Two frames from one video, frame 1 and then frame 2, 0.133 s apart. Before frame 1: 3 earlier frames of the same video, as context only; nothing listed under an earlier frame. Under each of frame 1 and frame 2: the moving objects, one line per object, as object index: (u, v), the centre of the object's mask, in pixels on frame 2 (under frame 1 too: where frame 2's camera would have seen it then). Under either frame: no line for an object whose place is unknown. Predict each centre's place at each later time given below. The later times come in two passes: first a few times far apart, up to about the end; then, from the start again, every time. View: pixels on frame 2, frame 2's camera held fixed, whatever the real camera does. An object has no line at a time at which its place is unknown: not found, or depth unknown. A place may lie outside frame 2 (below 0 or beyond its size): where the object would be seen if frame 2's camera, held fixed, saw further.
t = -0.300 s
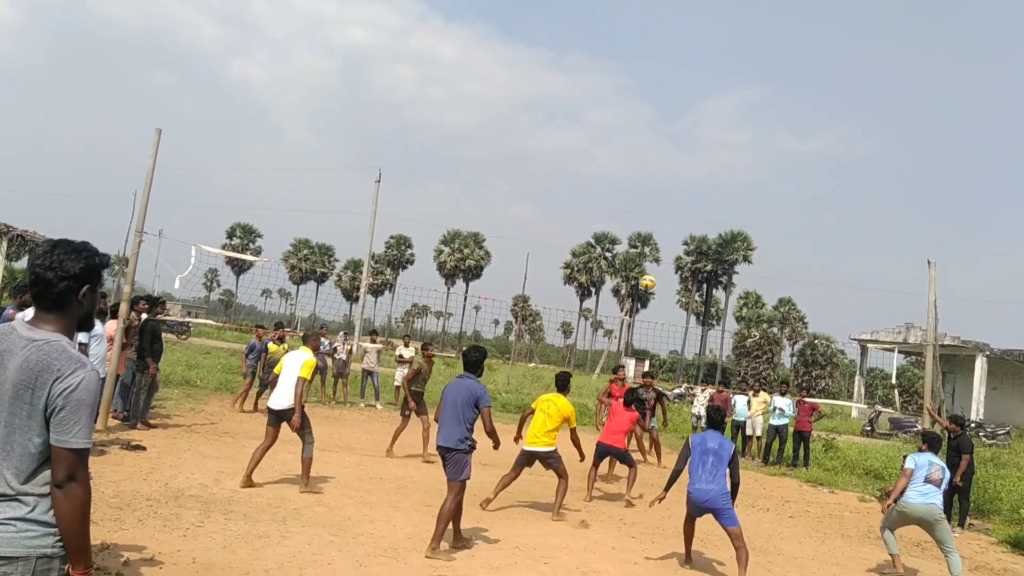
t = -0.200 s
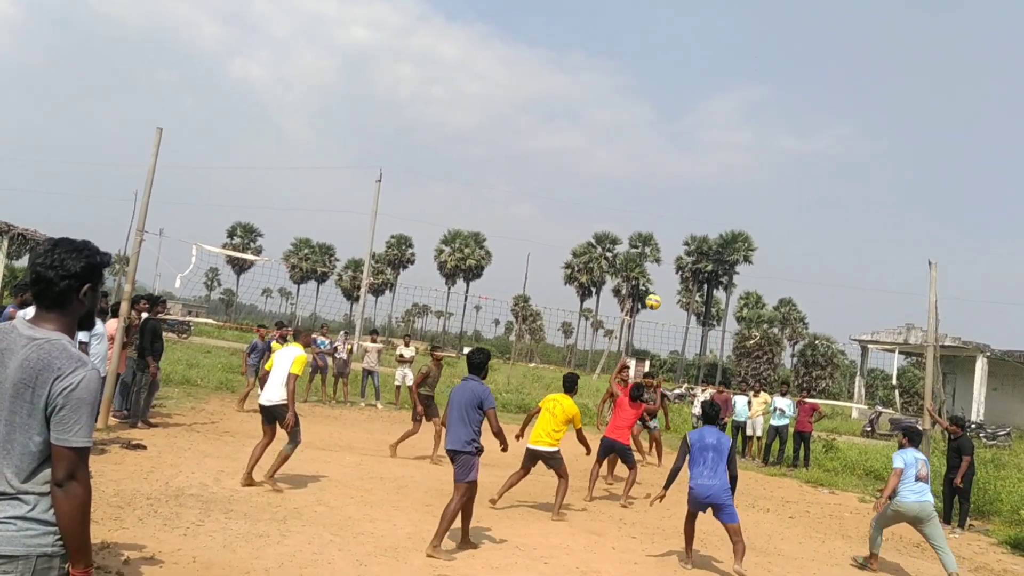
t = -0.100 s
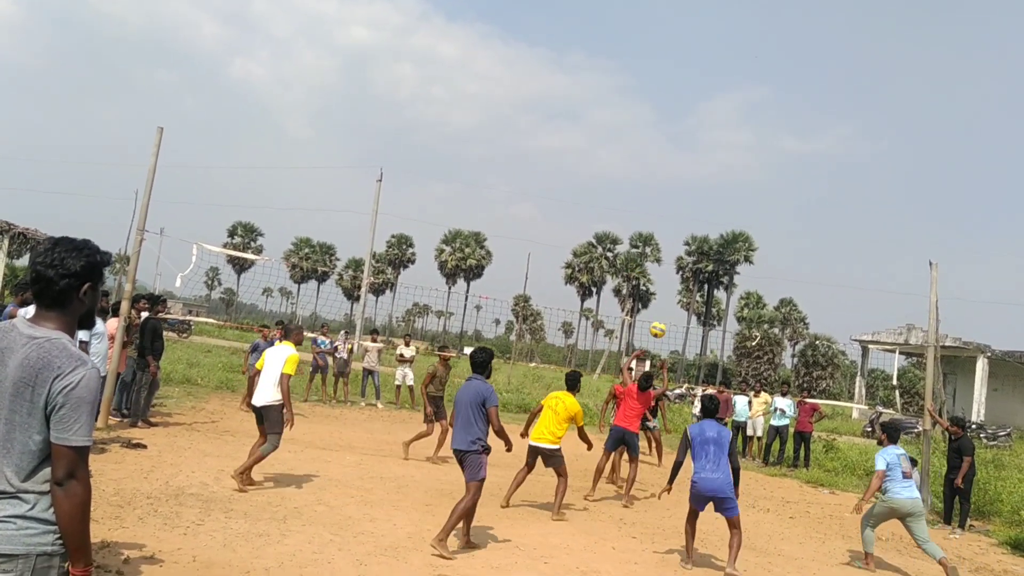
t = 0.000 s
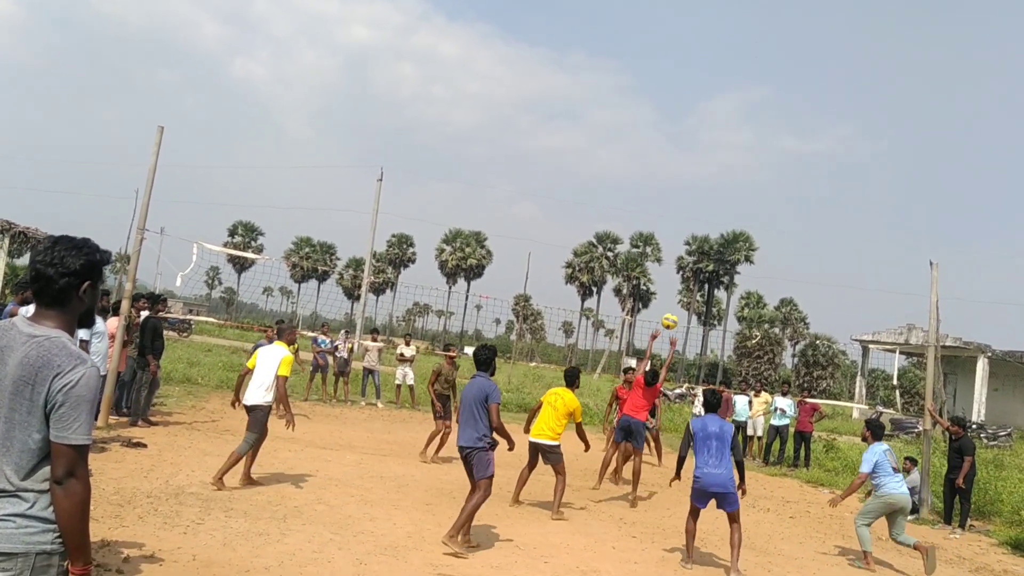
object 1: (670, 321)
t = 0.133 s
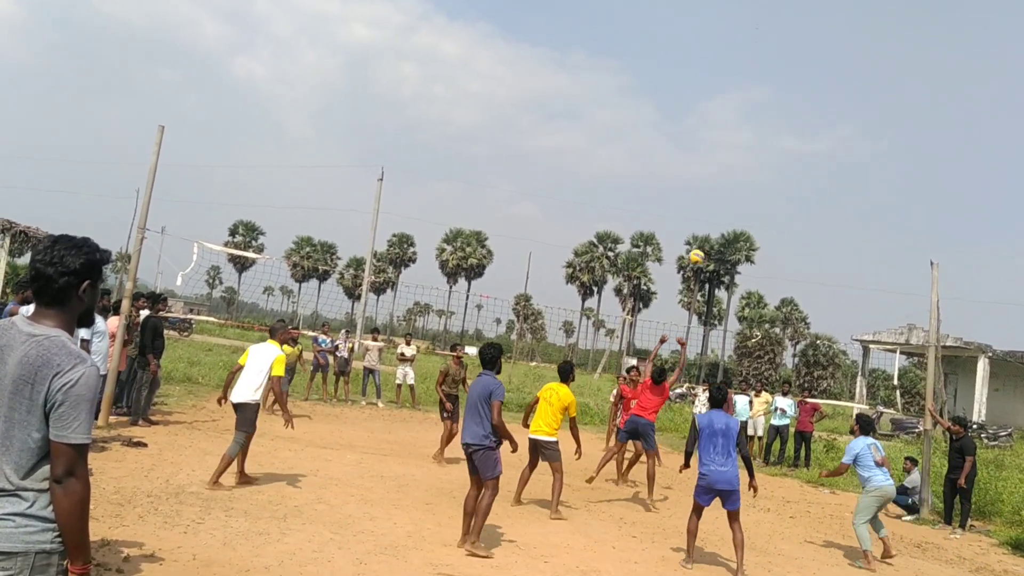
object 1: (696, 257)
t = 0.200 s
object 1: (709, 231)
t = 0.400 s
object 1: (741, 171)
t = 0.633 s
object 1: (772, 139)
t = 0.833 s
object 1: (793, 142)
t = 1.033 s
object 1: (808, 175)
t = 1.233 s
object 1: (818, 234)
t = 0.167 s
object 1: (702, 244)
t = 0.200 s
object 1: (709, 231)
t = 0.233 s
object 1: (715, 219)
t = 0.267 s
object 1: (720, 208)
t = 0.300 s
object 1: (725, 197)
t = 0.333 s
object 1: (731, 188)
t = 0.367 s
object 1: (736, 179)
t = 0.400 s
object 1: (741, 171)
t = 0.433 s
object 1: (746, 164)
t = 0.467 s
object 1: (750, 158)
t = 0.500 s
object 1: (755, 152)
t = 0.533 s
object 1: (760, 148)
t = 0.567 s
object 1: (764, 144)
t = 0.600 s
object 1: (768, 141)
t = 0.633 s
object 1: (772, 139)
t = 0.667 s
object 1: (776, 137)
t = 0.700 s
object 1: (780, 137)
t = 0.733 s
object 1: (783, 137)
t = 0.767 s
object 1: (787, 138)
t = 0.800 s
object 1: (790, 140)
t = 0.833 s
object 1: (793, 142)
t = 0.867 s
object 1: (796, 146)
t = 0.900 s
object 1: (798, 150)
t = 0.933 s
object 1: (800, 155)
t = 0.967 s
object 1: (803, 161)
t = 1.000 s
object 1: (806, 167)
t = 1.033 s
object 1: (808, 175)
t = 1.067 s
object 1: (810, 183)
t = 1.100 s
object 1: (812, 192)
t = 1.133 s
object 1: (814, 201)
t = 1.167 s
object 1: (815, 211)
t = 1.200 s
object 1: (817, 222)
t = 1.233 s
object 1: (818, 234)
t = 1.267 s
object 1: (819, 247)
